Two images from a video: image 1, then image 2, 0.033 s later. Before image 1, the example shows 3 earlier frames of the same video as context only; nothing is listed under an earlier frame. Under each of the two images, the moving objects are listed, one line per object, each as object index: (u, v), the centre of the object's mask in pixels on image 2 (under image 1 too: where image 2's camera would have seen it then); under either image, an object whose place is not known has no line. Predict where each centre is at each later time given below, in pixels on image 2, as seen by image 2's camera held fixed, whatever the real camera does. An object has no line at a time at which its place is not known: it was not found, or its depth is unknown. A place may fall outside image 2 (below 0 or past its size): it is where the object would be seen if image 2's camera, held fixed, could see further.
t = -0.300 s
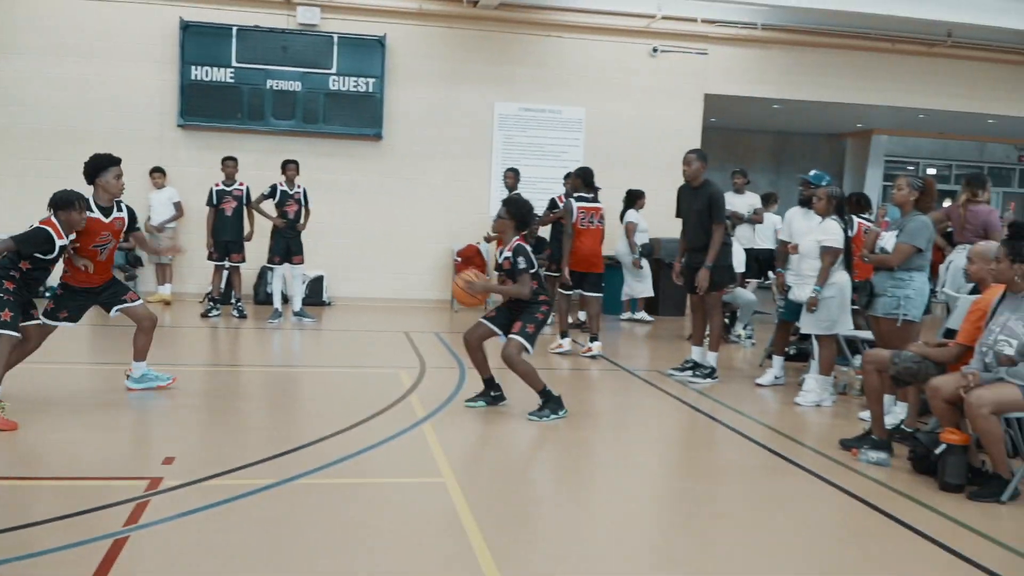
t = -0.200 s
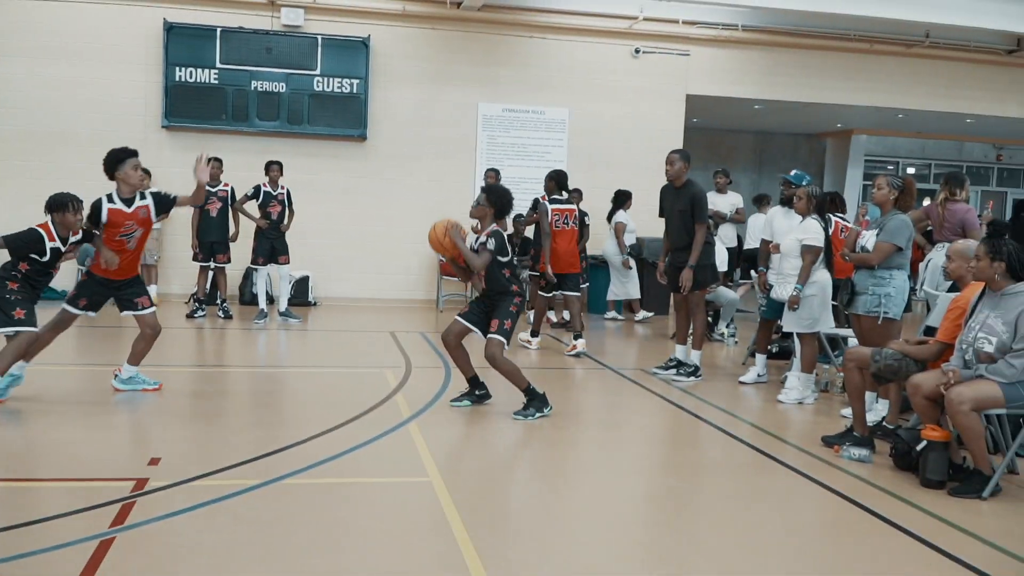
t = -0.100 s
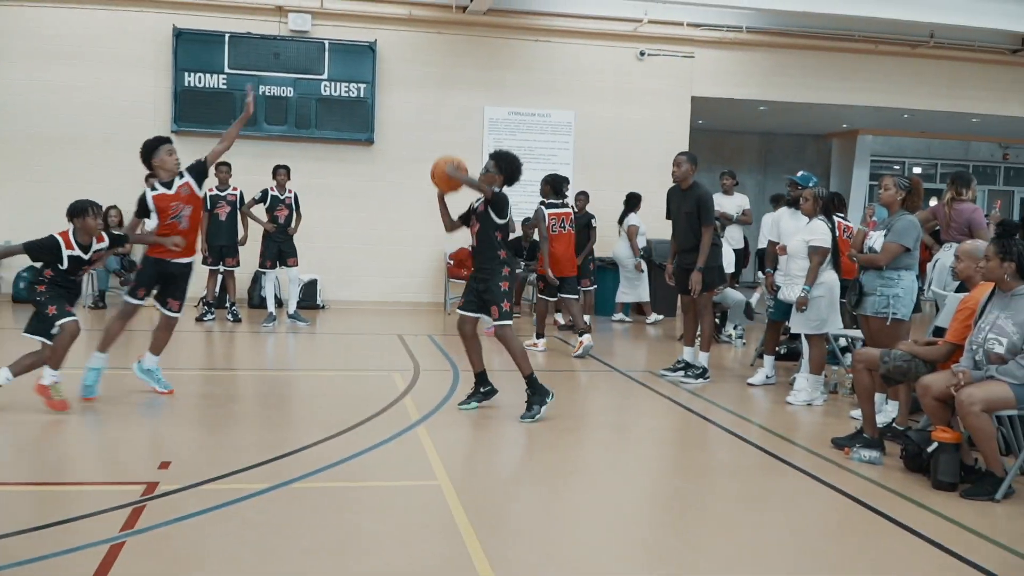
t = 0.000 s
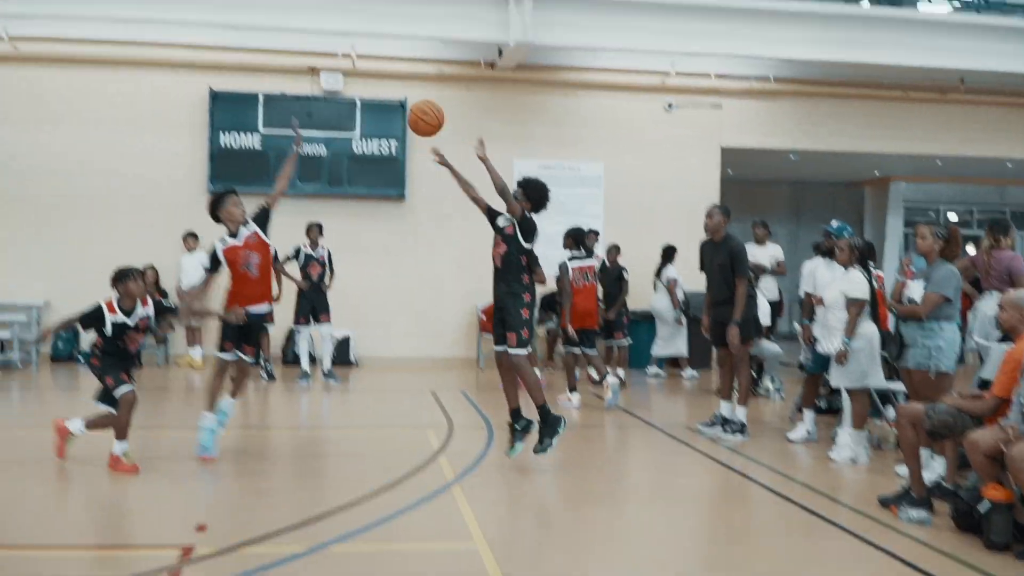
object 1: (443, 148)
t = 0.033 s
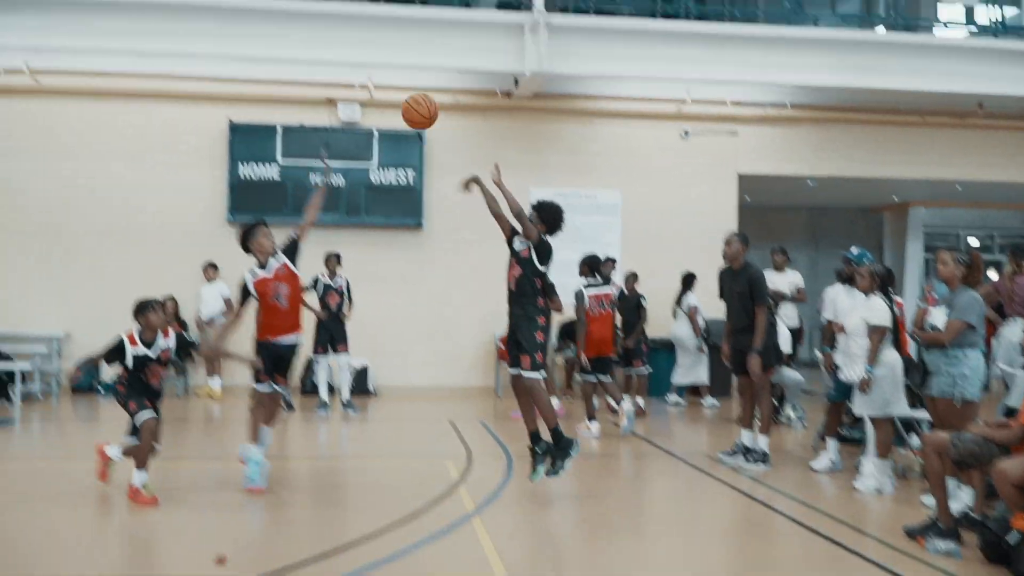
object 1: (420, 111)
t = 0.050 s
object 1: (408, 94)
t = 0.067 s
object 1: (397, 77)
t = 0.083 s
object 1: (386, 61)
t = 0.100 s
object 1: (374, 45)
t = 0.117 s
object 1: (363, 31)
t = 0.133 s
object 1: (352, 16)
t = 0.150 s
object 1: (341, 1)
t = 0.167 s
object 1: (330, -12)
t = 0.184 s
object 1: (319, -25)
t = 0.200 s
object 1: (309, -37)
